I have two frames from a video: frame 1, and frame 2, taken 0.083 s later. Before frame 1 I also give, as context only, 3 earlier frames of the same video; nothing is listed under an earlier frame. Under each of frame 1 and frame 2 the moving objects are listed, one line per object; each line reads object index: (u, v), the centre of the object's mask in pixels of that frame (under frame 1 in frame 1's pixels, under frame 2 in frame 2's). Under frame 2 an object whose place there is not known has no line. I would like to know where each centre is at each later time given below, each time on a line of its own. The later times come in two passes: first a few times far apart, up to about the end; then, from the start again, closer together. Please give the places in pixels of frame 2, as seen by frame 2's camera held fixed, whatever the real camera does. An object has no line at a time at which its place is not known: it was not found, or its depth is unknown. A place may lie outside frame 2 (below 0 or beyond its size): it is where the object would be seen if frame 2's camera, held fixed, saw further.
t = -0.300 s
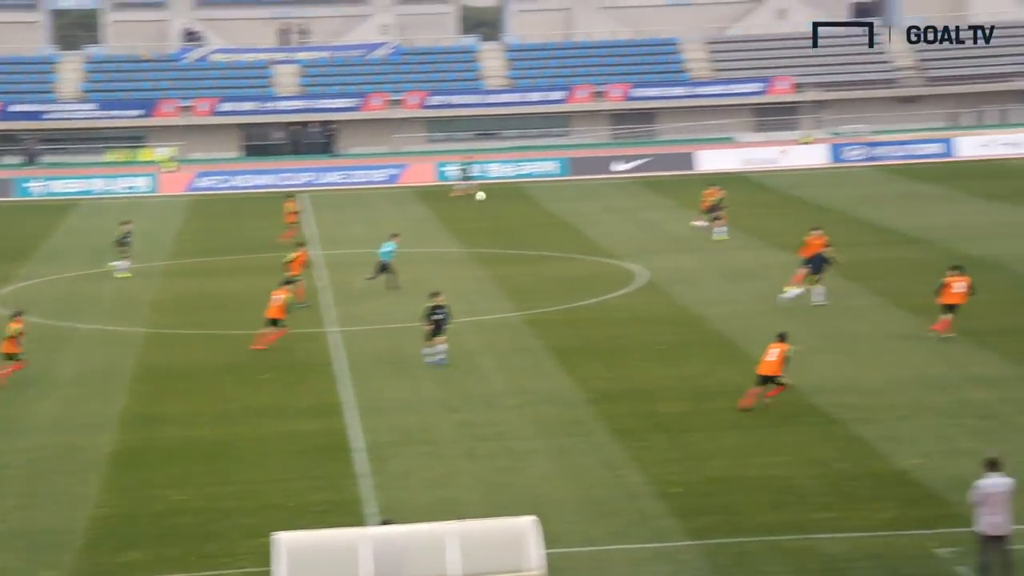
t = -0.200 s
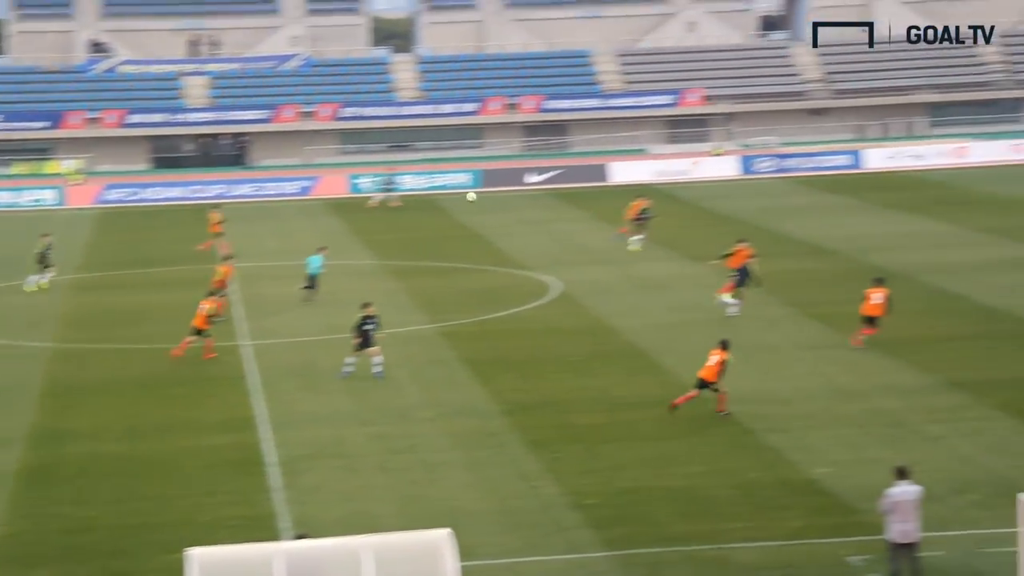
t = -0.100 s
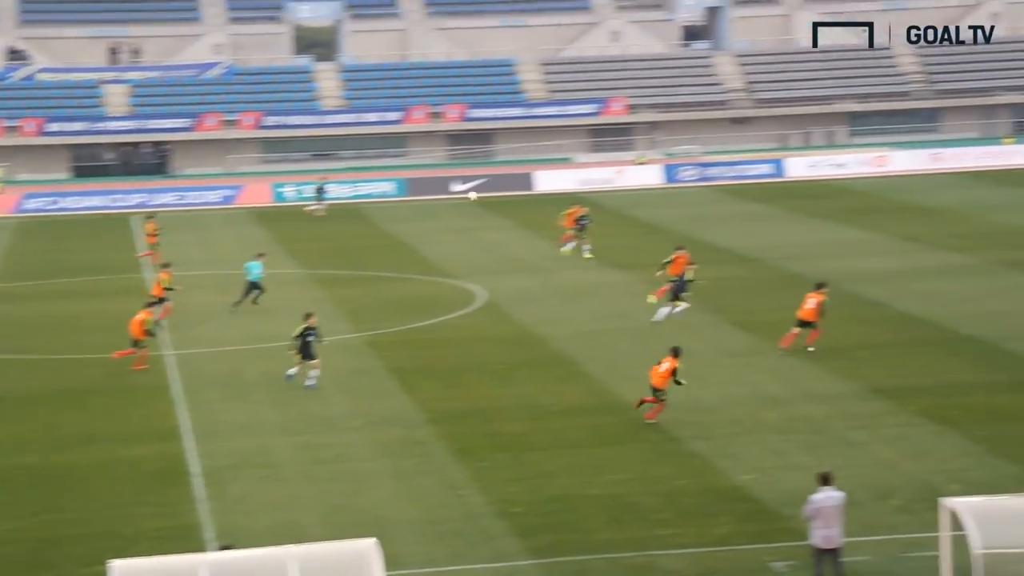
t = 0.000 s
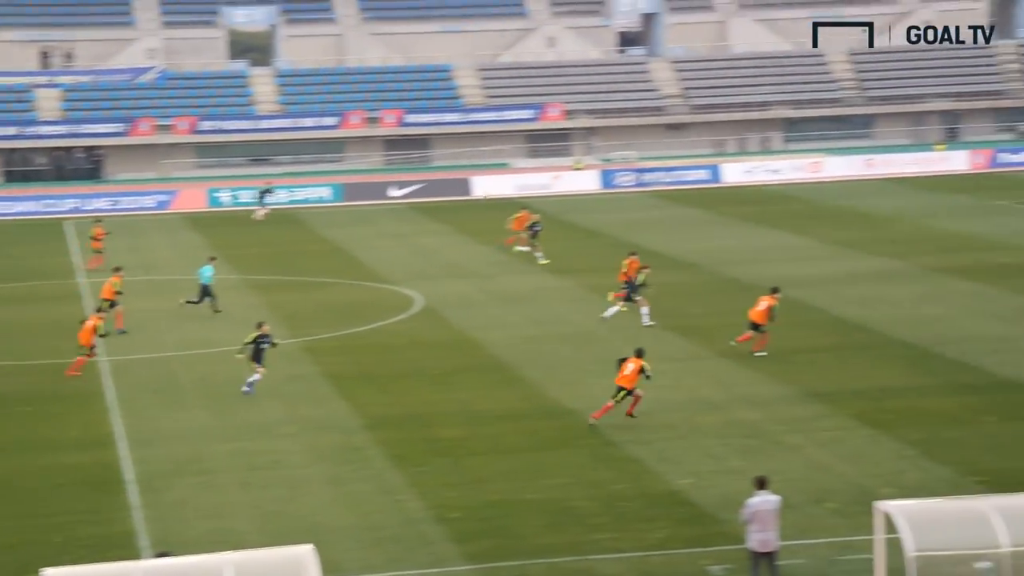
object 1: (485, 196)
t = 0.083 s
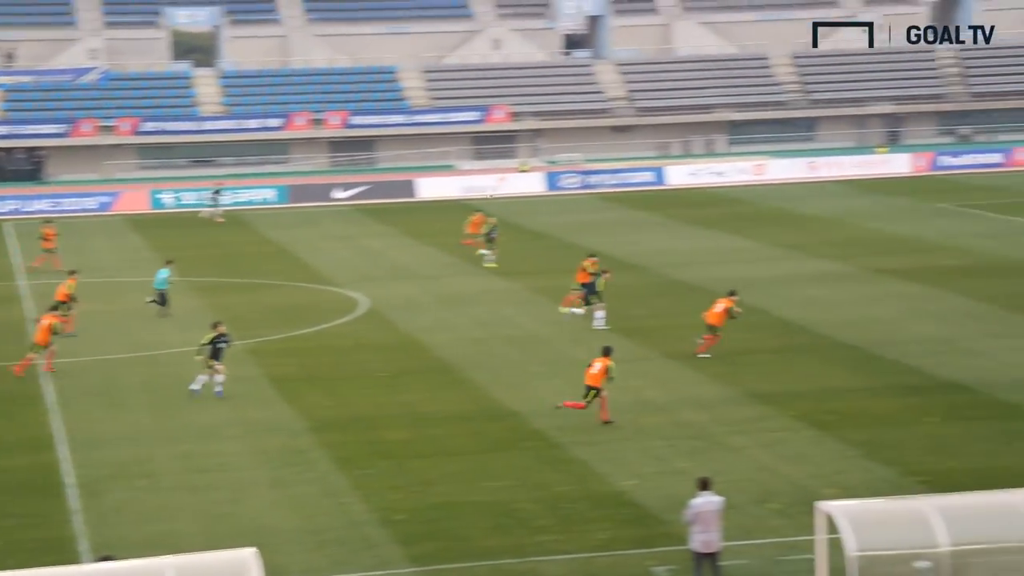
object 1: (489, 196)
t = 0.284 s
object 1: (631, 195)
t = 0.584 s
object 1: (840, 222)
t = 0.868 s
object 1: (1043, 277)
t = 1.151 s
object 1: (1258, 364)
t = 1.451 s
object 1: (1474, 379)
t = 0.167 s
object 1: (550, 193)
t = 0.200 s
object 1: (573, 193)
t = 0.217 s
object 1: (584, 193)
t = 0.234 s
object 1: (596, 194)
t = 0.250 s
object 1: (608, 194)
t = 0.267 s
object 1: (619, 194)
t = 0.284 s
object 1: (631, 195)
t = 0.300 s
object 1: (642, 196)
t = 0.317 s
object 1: (654, 197)
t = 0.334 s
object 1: (666, 198)
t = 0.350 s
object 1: (677, 198)
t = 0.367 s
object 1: (689, 200)
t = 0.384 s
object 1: (701, 201)
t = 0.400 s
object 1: (713, 202)
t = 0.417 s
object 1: (724, 204)
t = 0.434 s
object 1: (735, 205)
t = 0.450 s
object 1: (747, 207)
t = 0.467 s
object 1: (758, 208)
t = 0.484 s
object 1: (770, 210)
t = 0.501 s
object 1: (781, 212)
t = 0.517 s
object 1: (793, 214)
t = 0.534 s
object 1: (805, 216)
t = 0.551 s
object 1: (816, 218)
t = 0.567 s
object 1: (828, 220)
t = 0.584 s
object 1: (840, 222)
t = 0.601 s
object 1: (851, 225)
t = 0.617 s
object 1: (863, 227)
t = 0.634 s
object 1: (874, 230)
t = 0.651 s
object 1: (886, 233)
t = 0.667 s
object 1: (898, 236)
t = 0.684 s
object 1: (910, 239)
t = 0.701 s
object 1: (922, 242)
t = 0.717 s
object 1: (934, 245)
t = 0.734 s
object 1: (946, 248)
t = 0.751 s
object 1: (958, 251)
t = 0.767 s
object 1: (970, 254)
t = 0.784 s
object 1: (982, 258)
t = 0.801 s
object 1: (994, 262)
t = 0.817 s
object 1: (1006, 265)
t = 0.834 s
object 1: (1019, 269)
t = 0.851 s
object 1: (1031, 273)
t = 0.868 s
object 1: (1043, 277)
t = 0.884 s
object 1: (1055, 281)
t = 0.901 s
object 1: (1067, 286)
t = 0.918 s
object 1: (1080, 290)
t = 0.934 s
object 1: (1092, 295)
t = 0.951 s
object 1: (1105, 299)
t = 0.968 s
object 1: (1118, 304)
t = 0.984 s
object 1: (1131, 309)
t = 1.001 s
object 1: (1143, 314)
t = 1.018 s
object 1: (1155, 319)
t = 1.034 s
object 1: (1168, 324)
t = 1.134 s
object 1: (1245, 358)
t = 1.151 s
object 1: (1258, 364)
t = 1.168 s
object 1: (1271, 371)
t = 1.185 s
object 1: (1284, 377)
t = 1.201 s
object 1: (1297, 384)
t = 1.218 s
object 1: (1310, 390)
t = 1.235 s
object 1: (1323, 397)
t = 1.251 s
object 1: (1336, 405)
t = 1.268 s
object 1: (1350, 411)
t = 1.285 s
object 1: (1362, 409)
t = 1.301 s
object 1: (1372, 406)
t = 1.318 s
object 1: (1383, 402)
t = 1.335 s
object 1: (1394, 399)
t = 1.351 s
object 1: (1405, 396)
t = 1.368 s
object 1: (1417, 393)
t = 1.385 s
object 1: (1429, 390)
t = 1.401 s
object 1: (1440, 387)
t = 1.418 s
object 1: (1452, 384)
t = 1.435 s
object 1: (1463, 382)
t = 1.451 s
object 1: (1474, 379)
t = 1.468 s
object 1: (1485, 377)
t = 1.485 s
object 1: (1497, 375)
